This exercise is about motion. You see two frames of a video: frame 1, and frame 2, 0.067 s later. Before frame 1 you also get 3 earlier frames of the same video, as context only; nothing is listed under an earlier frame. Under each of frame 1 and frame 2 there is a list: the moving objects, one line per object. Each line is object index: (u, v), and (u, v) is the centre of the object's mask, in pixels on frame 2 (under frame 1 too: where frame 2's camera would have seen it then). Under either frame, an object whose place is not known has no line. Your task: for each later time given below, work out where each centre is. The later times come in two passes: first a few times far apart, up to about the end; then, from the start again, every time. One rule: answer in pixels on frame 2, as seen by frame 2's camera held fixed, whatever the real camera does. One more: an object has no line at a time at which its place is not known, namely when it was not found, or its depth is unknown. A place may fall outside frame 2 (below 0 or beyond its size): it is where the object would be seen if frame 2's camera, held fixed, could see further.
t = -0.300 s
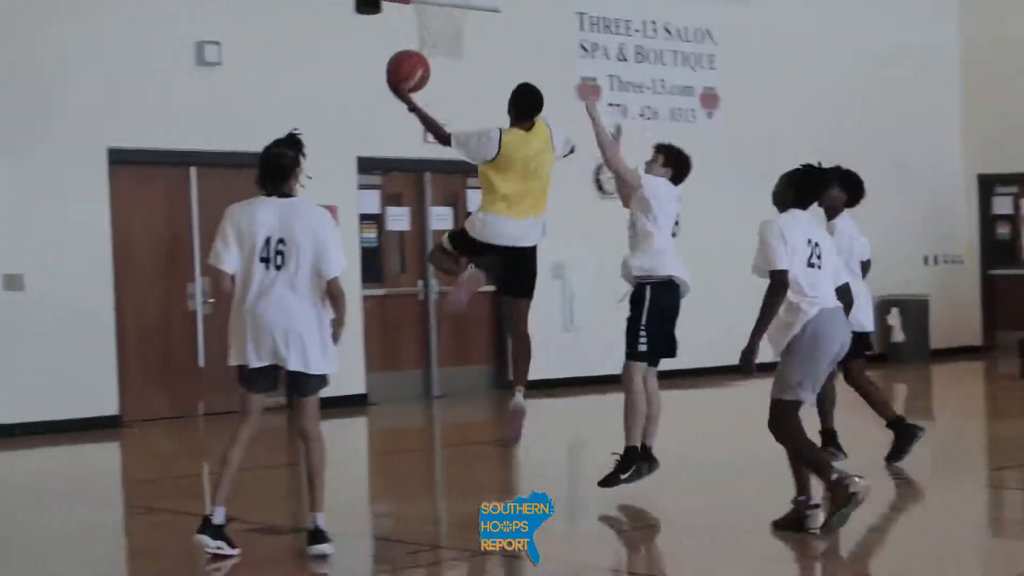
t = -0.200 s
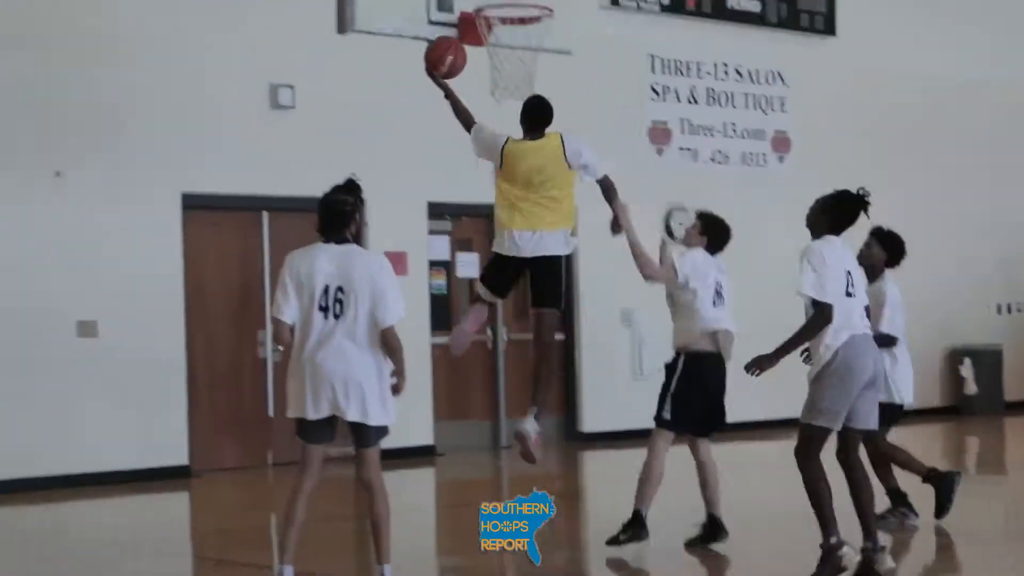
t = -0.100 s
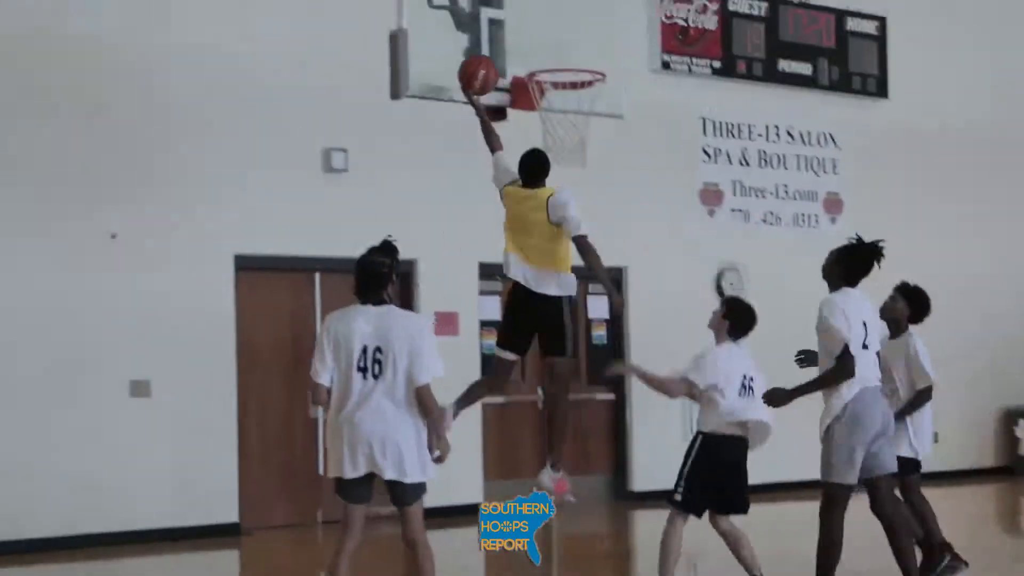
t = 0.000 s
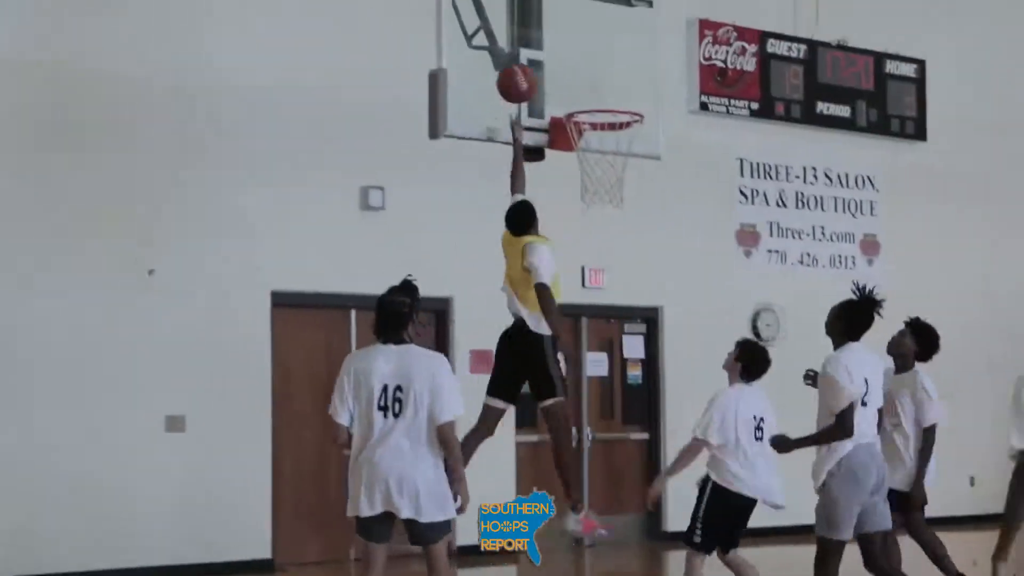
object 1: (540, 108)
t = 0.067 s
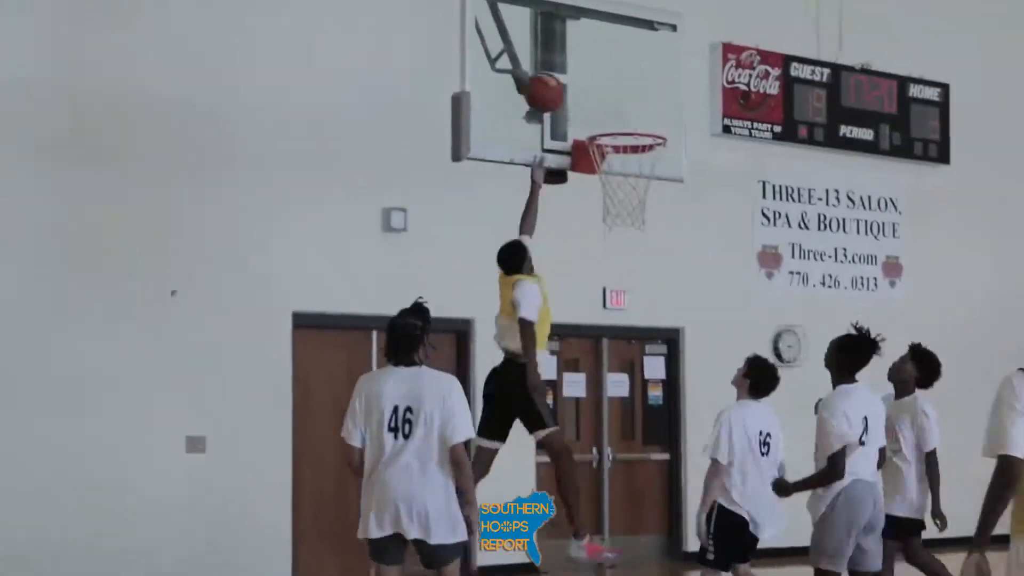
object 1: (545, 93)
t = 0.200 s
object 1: (576, 80)
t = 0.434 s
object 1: (629, 125)
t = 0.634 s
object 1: (628, 184)
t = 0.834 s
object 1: (622, 207)
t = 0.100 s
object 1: (552, 87)
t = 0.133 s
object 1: (560, 84)
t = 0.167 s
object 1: (568, 80)
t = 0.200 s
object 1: (576, 80)
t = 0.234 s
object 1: (583, 81)
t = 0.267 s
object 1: (591, 85)
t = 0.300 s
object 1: (599, 90)
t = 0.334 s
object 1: (607, 97)
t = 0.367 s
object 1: (615, 106)
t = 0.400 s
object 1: (623, 116)
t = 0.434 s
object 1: (629, 125)
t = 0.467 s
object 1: (628, 126)
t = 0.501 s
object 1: (628, 142)
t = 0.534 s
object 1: (629, 152)
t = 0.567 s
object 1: (629, 163)
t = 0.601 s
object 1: (628, 175)
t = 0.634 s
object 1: (628, 184)
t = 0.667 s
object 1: (628, 188)
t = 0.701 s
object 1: (626, 190)
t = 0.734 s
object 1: (625, 192)
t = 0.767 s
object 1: (624, 195)
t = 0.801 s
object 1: (623, 200)
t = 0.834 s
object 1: (622, 207)
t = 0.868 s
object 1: (622, 215)
